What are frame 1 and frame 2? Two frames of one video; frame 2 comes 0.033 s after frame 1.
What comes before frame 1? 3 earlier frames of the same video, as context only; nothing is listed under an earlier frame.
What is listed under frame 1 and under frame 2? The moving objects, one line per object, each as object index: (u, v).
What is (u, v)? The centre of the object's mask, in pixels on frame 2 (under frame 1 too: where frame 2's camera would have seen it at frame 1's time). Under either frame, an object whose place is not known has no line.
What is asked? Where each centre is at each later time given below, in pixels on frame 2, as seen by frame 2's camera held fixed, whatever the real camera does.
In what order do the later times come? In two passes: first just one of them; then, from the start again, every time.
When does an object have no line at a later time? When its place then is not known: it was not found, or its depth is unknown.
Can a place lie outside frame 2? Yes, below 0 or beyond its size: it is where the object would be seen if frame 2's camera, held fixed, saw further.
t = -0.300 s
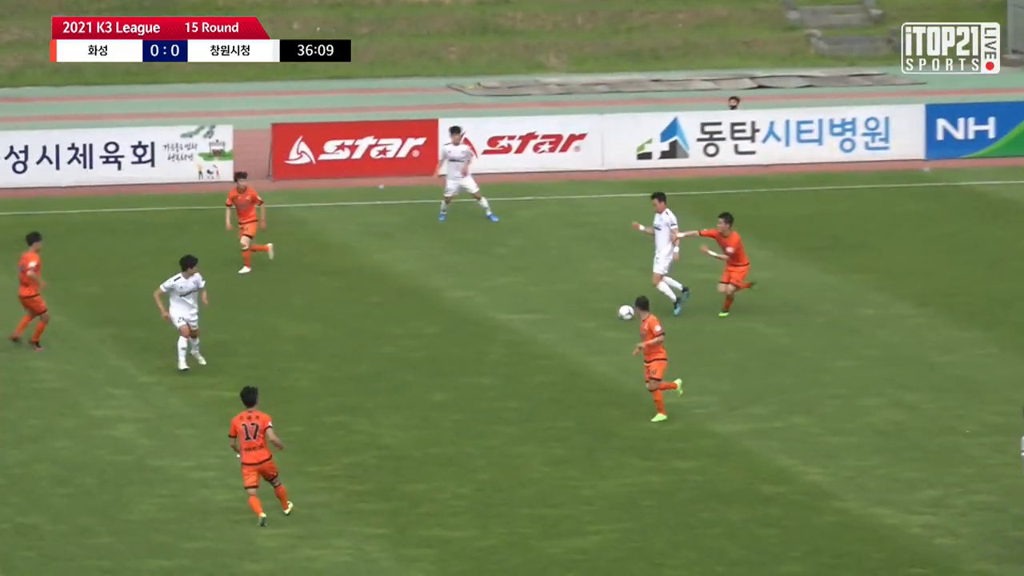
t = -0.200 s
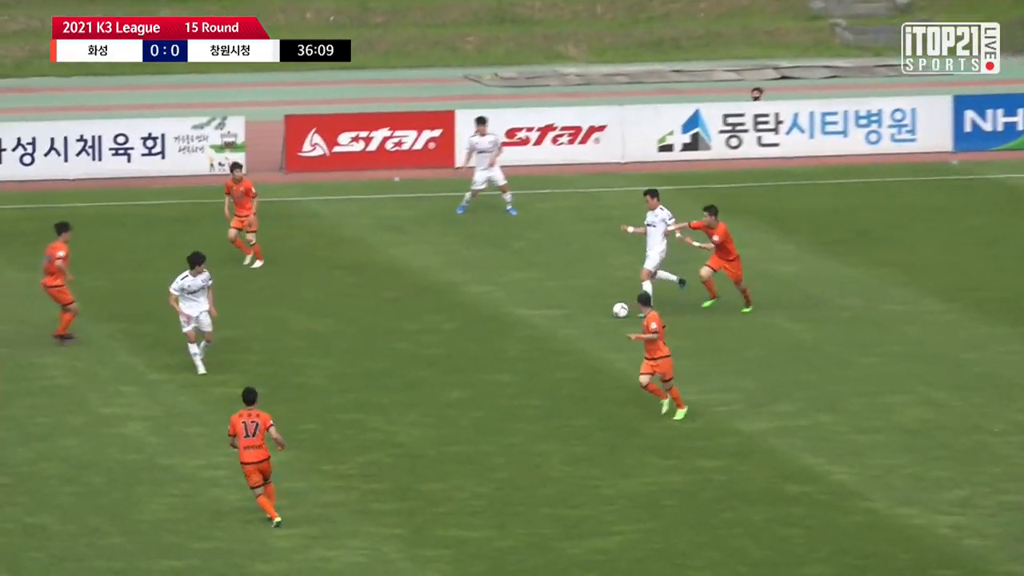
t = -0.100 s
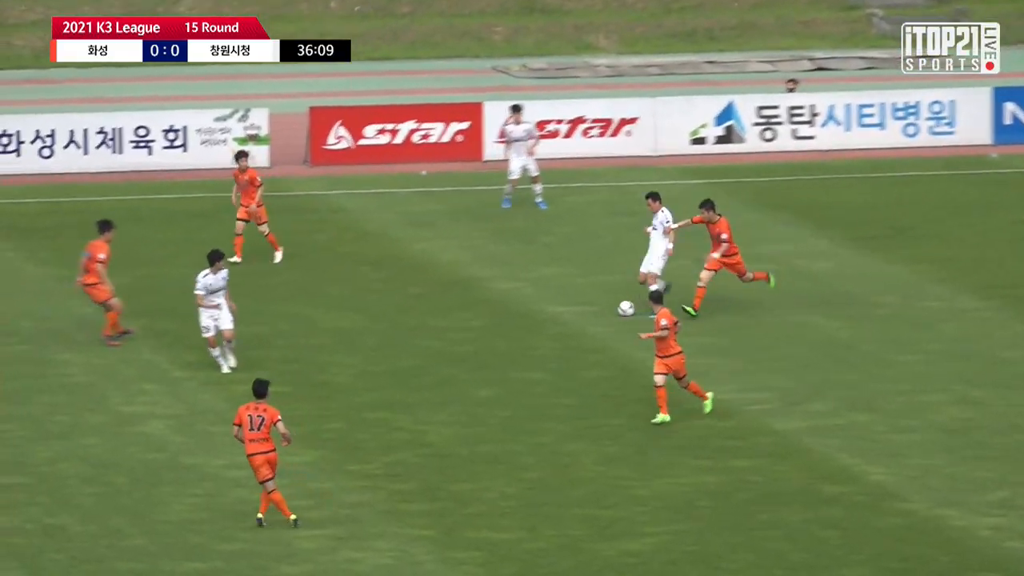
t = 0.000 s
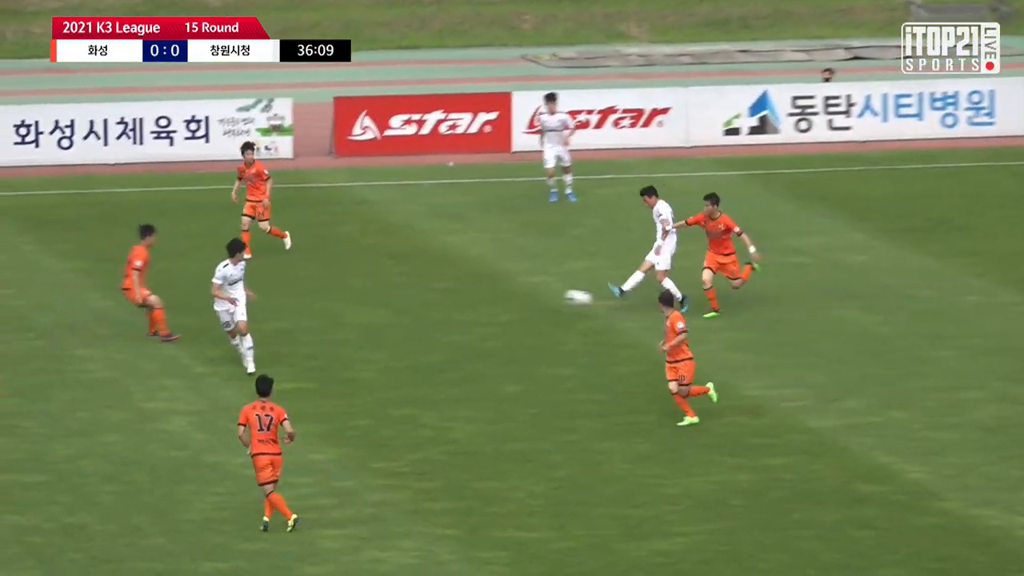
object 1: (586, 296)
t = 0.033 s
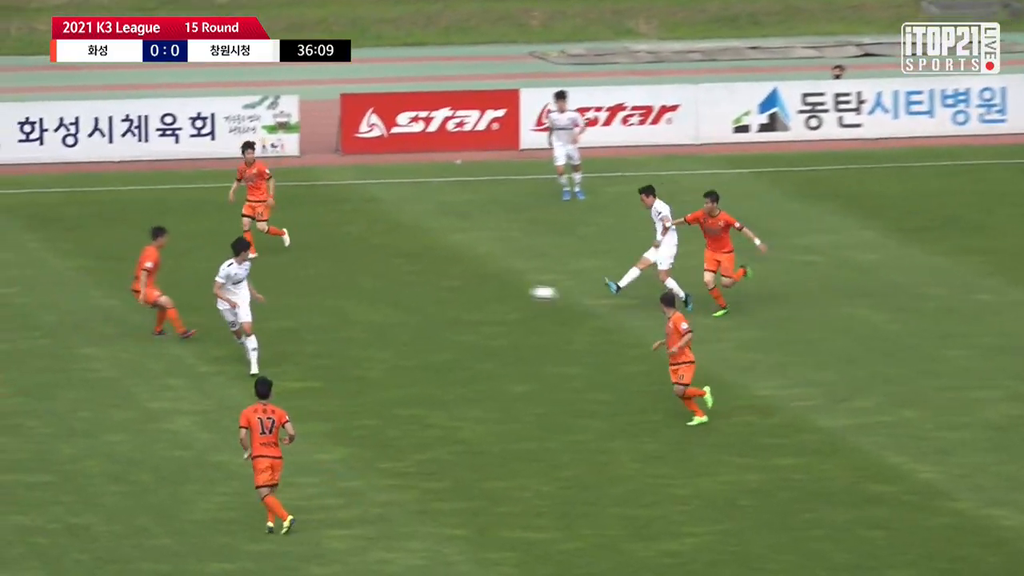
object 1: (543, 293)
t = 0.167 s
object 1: (375, 292)
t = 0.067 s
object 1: (501, 291)
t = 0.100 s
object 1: (458, 290)
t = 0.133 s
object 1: (417, 290)
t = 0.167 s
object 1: (375, 292)
